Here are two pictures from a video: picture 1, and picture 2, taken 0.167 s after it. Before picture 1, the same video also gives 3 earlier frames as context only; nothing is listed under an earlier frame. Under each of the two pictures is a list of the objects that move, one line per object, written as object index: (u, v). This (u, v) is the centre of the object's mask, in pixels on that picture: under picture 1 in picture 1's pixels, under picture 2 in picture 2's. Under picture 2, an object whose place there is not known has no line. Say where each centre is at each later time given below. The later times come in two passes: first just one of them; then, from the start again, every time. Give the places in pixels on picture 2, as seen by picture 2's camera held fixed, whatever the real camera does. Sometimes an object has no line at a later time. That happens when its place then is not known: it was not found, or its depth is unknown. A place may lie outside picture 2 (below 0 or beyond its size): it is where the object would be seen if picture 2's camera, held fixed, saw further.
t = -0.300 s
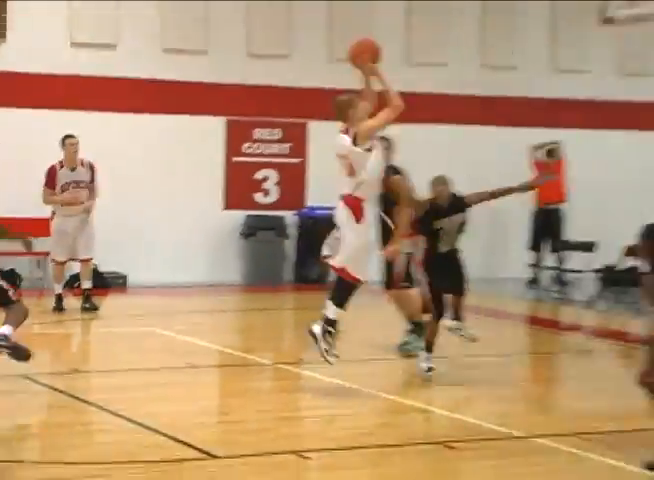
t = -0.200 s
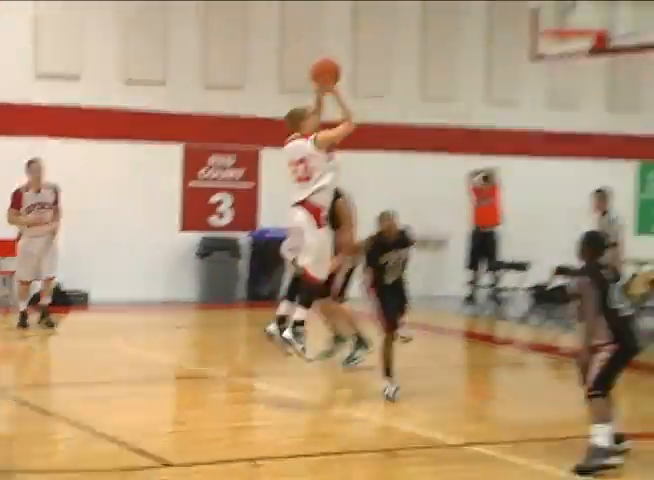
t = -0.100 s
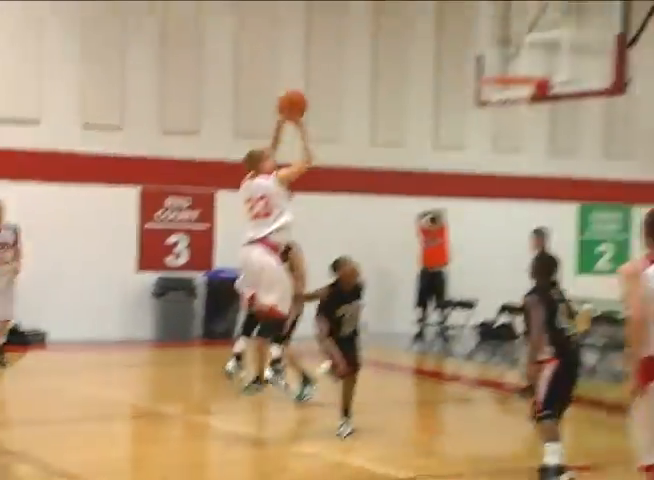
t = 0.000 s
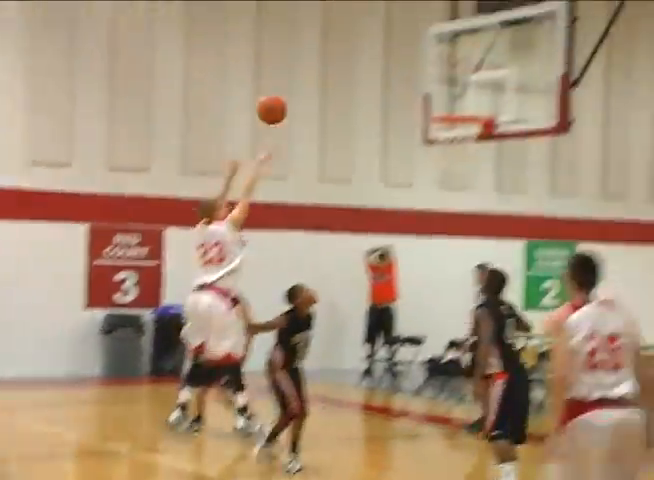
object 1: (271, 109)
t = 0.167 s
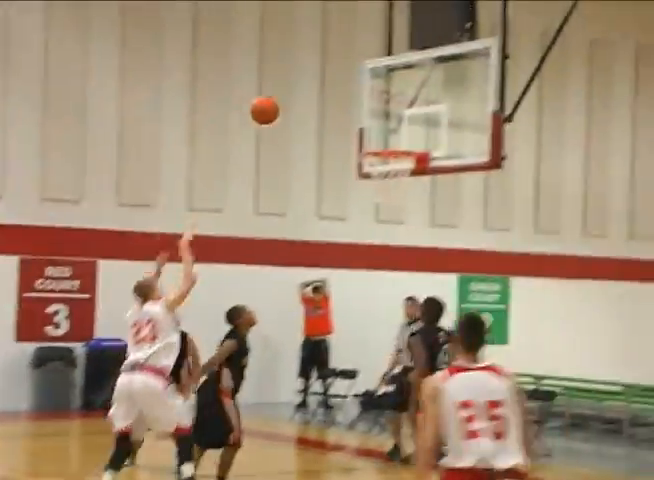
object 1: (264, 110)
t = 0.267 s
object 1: (298, 106)
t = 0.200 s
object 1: (276, 108)
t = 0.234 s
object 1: (288, 107)
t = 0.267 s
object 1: (298, 106)
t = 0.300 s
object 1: (309, 106)
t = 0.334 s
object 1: (319, 109)
